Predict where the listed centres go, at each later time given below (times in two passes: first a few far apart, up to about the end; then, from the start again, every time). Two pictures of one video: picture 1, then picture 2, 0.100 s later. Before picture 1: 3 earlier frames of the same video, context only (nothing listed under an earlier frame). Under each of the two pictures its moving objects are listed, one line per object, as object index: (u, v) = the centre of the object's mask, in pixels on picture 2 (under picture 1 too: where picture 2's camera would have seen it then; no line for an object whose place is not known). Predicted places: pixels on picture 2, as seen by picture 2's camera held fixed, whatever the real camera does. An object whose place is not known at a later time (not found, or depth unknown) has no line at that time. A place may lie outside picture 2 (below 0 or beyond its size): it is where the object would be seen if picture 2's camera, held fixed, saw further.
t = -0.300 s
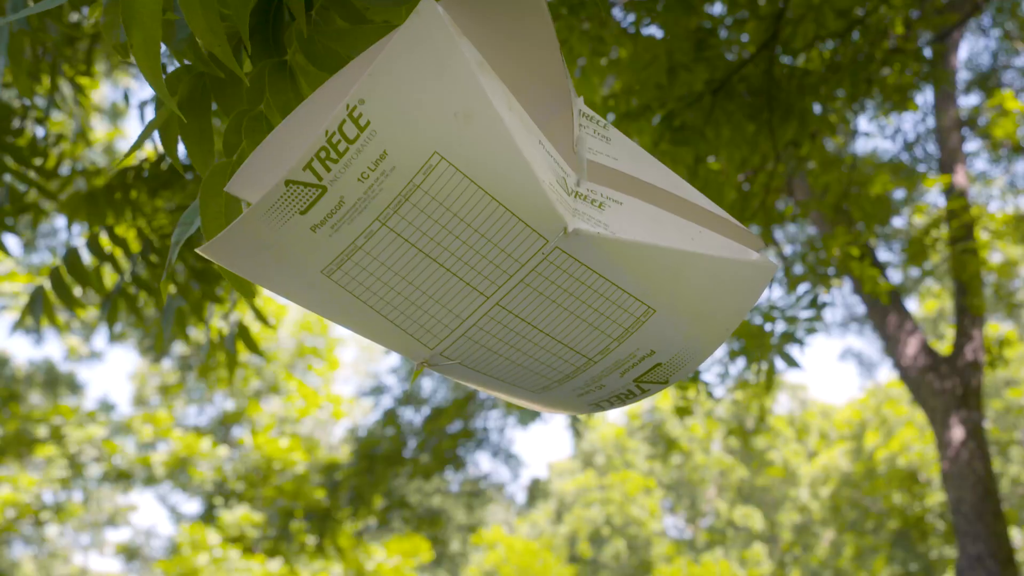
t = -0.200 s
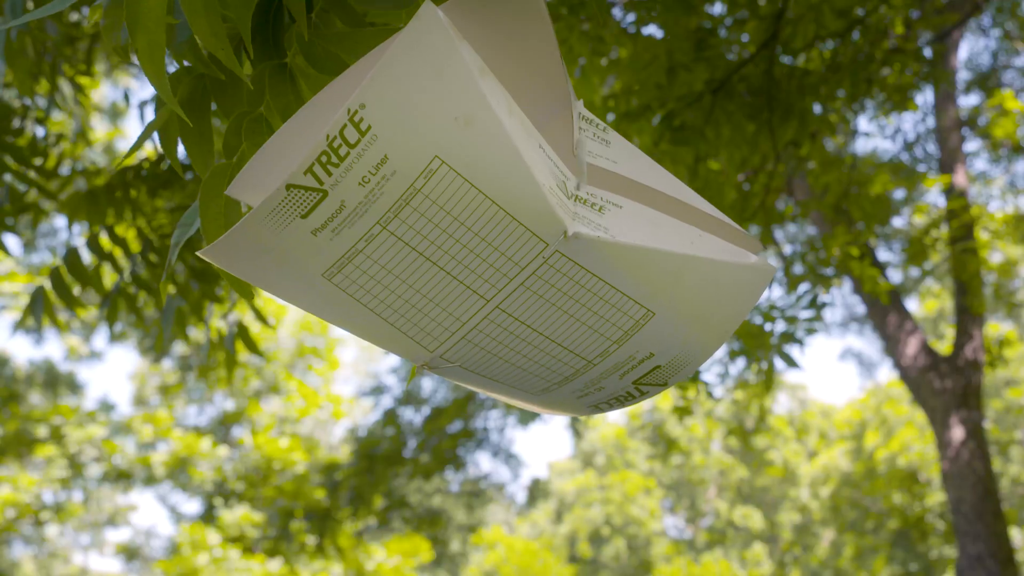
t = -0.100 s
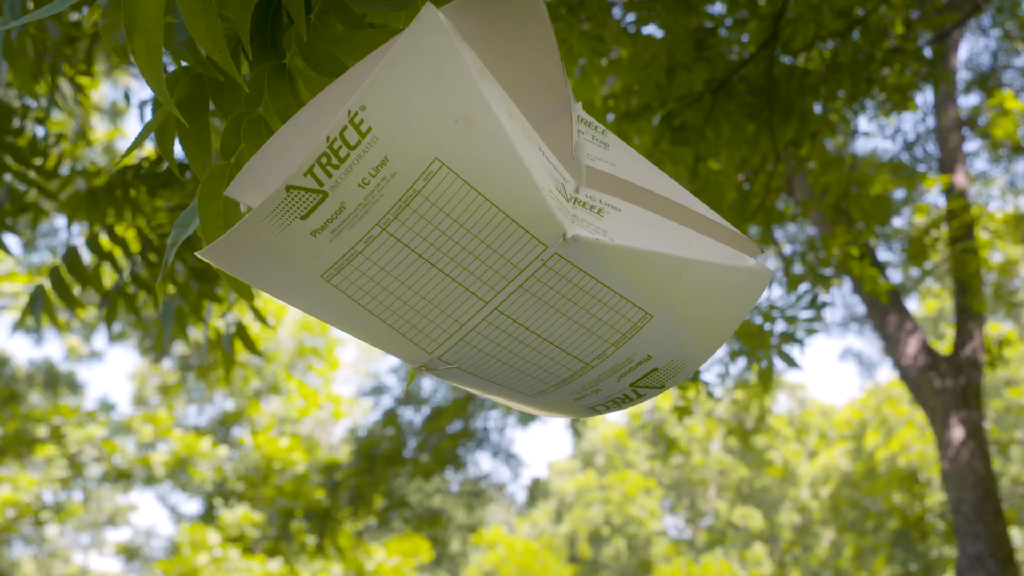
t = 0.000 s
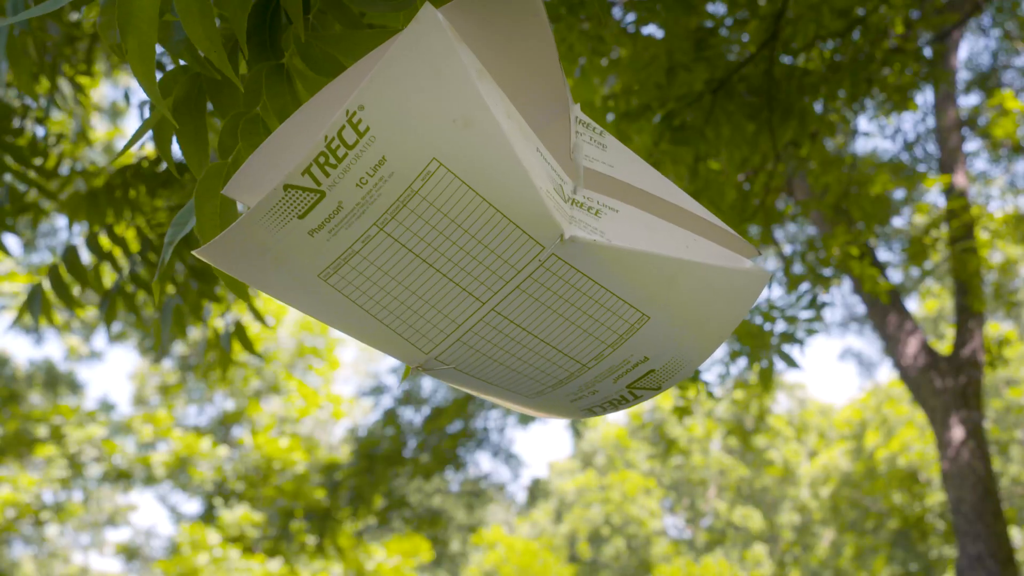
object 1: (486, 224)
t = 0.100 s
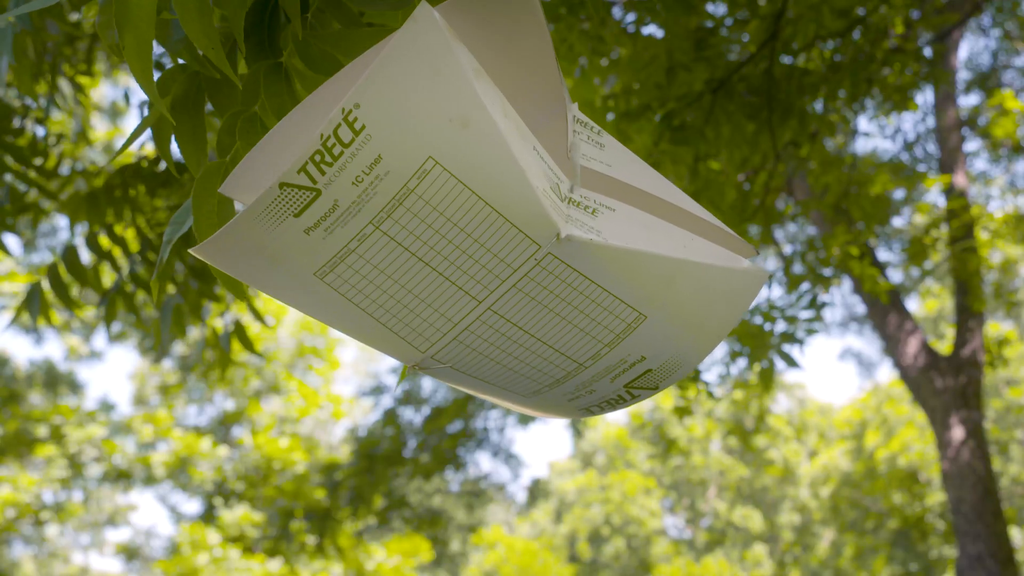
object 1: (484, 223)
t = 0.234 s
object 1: (480, 220)
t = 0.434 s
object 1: (473, 214)
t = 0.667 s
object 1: (469, 212)
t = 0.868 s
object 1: (475, 220)
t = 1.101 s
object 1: (489, 239)
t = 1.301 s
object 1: (508, 256)
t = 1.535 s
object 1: (530, 262)
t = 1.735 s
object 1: (539, 251)
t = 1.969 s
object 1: (534, 231)
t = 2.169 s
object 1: (521, 220)
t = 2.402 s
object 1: (506, 217)
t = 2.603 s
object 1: (505, 224)
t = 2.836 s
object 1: (520, 238)
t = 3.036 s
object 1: (539, 250)
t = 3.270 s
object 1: (556, 255)
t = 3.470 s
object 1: (559, 250)
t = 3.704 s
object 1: (549, 242)
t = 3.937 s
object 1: (535, 237)
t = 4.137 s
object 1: (528, 238)
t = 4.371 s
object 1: (534, 243)
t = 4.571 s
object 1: (547, 247)
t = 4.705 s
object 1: (558, 248)
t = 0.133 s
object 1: (483, 223)
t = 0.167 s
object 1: (482, 222)
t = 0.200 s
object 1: (481, 221)
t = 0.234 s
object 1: (480, 220)
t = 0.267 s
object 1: (479, 219)
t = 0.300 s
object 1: (478, 218)
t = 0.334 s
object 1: (477, 217)
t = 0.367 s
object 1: (476, 216)
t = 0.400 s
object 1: (474, 215)
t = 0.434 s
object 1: (473, 214)
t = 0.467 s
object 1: (472, 213)
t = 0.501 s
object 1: (471, 213)
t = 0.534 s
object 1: (470, 212)
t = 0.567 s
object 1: (470, 212)
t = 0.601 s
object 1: (469, 212)
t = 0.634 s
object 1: (469, 212)
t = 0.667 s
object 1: (469, 212)
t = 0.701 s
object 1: (469, 213)
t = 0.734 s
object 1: (470, 214)
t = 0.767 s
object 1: (471, 215)
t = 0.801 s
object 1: (472, 217)
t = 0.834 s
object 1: (473, 219)
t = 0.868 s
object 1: (475, 220)
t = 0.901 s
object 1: (476, 223)
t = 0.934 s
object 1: (478, 225)
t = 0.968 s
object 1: (480, 227)
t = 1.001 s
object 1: (482, 230)
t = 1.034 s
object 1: (484, 233)
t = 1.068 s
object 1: (486, 236)
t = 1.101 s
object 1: (489, 239)
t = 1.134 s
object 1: (491, 242)
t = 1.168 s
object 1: (494, 245)
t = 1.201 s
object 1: (498, 248)
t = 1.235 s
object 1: (501, 251)
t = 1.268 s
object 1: (504, 253)
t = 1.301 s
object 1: (508, 256)
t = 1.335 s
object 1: (512, 258)
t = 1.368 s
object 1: (515, 259)
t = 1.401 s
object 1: (518, 261)
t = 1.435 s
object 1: (522, 262)
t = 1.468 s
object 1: (525, 262)
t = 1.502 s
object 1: (528, 262)
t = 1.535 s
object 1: (530, 262)
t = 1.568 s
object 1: (532, 261)
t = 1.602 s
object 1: (534, 260)
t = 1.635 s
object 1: (536, 258)
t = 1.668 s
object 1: (537, 256)
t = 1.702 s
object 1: (538, 254)
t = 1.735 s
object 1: (539, 251)
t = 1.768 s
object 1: (539, 249)
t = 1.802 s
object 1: (539, 246)
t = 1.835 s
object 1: (538, 243)
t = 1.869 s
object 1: (538, 240)
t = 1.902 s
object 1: (537, 237)
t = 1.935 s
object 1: (536, 234)
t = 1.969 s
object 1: (534, 231)
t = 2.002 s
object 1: (532, 229)
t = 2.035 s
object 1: (530, 227)
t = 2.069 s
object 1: (528, 225)
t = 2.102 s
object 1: (526, 223)
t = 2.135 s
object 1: (523, 221)
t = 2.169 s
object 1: (521, 220)
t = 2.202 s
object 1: (518, 219)
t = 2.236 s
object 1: (516, 218)
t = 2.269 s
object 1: (514, 217)
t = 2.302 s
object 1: (512, 217)
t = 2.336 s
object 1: (509, 217)
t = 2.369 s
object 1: (508, 217)
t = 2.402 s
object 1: (506, 217)
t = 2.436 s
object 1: (505, 218)
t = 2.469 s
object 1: (504, 219)
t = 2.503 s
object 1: (504, 220)
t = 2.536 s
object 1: (504, 221)
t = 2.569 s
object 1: (504, 222)
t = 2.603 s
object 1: (505, 224)
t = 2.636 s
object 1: (506, 225)
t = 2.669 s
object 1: (508, 227)
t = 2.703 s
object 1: (510, 229)
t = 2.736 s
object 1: (512, 231)
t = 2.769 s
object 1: (515, 234)
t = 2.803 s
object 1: (517, 236)
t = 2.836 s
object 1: (520, 238)
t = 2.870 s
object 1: (523, 240)
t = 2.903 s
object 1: (526, 243)
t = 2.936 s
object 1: (530, 245)
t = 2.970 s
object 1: (533, 247)
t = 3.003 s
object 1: (536, 248)
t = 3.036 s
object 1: (539, 250)
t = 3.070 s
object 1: (542, 252)
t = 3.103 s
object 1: (545, 253)
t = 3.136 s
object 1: (548, 254)
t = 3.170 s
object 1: (550, 254)
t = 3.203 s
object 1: (553, 255)
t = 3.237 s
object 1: (555, 255)
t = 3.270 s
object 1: (556, 255)
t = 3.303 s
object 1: (558, 254)
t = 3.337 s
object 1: (559, 254)
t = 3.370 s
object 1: (559, 253)
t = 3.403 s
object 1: (560, 252)
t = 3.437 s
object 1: (560, 251)
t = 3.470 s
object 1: (559, 250)
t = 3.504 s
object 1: (559, 249)
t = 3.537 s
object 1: (558, 248)
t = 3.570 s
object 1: (557, 246)
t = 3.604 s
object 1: (555, 245)
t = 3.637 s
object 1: (553, 244)
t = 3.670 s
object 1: (551, 243)
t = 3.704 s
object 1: (549, 242)
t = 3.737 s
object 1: (547, 240)
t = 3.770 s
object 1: (545, 239)
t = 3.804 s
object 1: (543, 239)
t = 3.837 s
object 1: (541, 238)
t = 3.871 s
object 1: (539, 237)
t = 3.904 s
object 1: (537, 237)
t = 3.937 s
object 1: (535, 237)
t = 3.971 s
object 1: (533, 237)
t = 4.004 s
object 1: (531, 237)
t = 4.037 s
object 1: (530, 237)
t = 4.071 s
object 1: (529, 237)
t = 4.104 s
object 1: (528, 238)
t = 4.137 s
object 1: (528, 238)
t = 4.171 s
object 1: (528, 239)
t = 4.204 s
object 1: (528, 239)
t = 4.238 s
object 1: (529, 240)
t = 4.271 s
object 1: (529, 241)
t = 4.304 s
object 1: (531, 242)
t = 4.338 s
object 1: (532, 243)
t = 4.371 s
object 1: (534, 243)
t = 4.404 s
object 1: (536, 244)
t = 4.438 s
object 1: (538, 245)
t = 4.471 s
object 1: (540, 246)
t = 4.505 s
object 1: (542, 246)
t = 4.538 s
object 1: (545, 247)
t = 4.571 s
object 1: (547, 247)
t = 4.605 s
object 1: (550, 248)
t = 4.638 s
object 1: (553, 248)
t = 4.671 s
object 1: (555, 248)
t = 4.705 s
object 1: (558, 248)
